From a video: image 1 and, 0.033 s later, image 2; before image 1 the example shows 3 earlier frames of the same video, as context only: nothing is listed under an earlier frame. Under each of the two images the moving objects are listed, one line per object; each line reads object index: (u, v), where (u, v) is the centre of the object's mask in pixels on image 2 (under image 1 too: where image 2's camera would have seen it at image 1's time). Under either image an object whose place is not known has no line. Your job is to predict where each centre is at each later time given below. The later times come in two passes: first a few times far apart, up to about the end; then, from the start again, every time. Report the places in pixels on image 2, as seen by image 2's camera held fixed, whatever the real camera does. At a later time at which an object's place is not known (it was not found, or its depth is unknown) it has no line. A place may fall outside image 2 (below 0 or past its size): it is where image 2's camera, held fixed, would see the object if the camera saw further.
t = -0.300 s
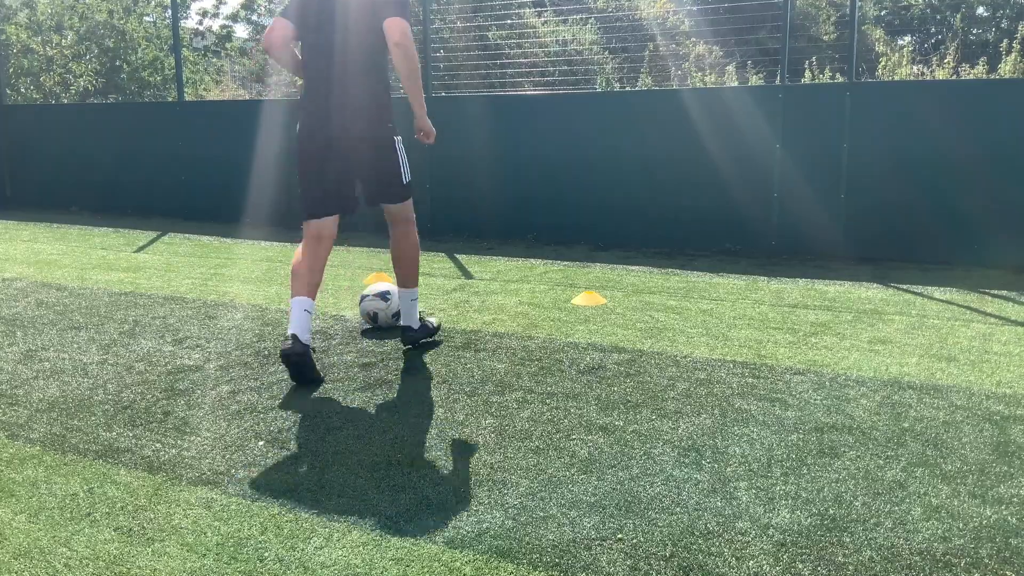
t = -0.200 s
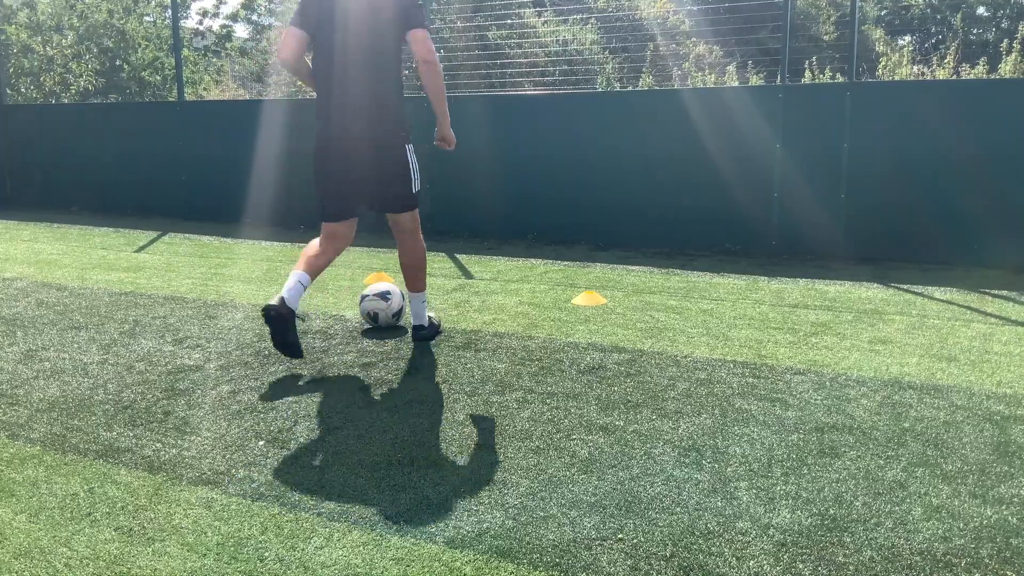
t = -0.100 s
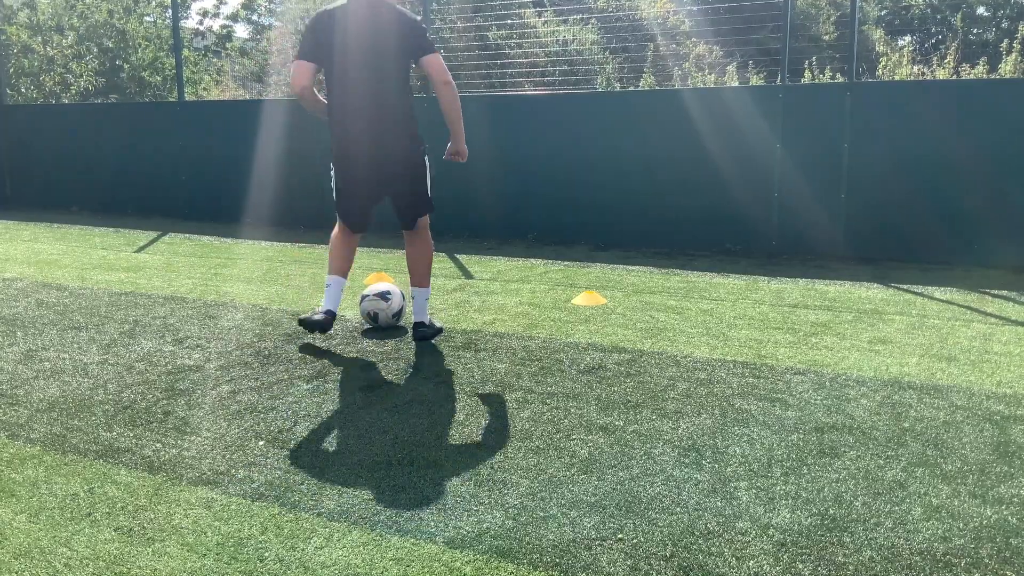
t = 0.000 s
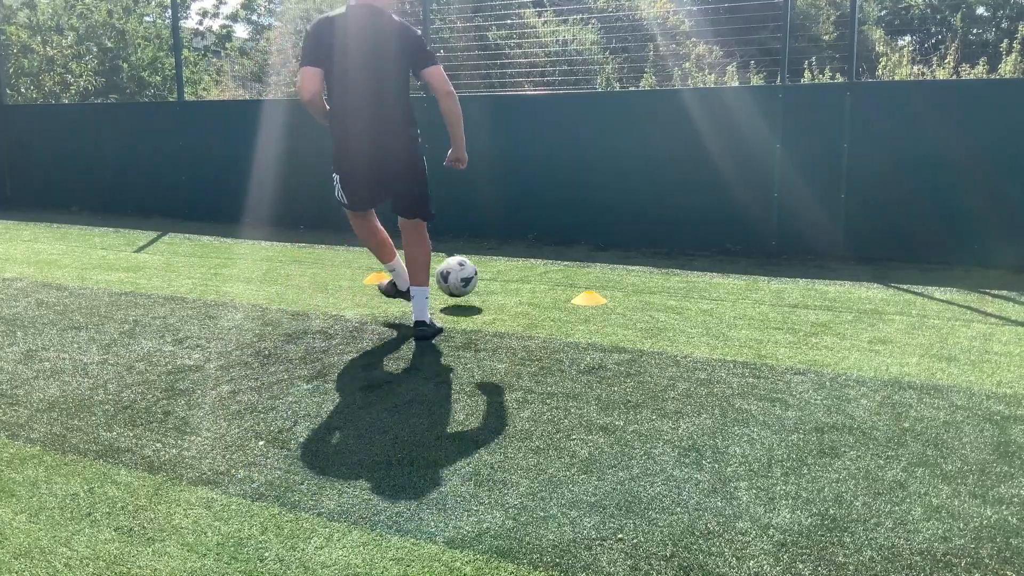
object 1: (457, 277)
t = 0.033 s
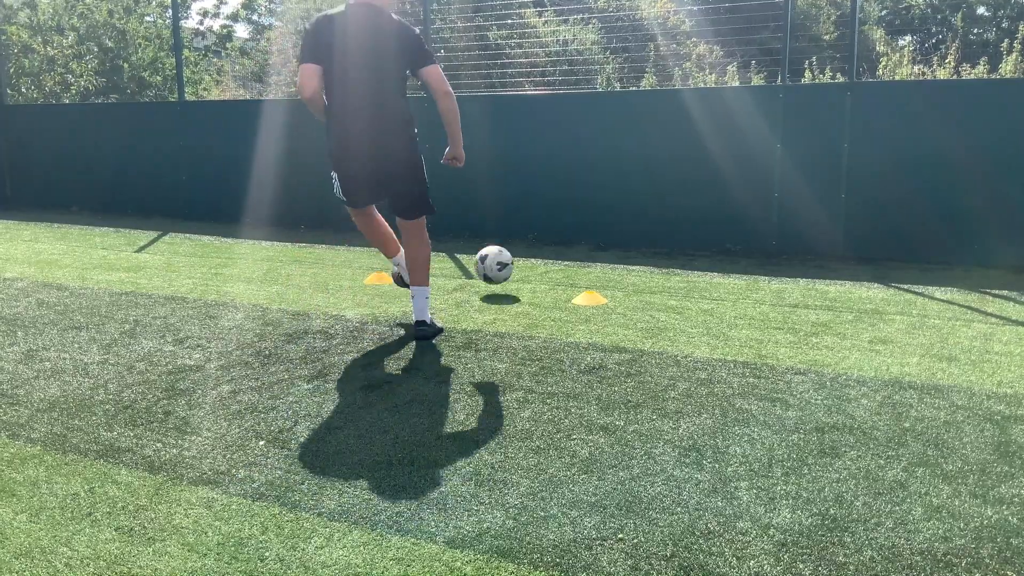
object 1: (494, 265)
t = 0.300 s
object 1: (637, 236)
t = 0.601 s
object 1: (524, 274)
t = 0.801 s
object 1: (433, 300)
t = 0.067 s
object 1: (527, 256)
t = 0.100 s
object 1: (555, 250)
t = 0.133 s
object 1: (581, 244)
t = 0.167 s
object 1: (604, 244)
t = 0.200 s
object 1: (626, 241)
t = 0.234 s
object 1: (643, 235)
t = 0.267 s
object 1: (648, 233)
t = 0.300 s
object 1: (637, 236)
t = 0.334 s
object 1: (625, 241)
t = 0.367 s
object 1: (614, 245)
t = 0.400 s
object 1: (602, 246)
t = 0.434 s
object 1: (590, 250)
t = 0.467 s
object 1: (577, 255)
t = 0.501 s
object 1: (564, 260)
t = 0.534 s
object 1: (552, 263)
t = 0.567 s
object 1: (538, 267)
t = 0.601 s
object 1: (524, 274)
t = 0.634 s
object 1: (510, 276)
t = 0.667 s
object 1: (495, 281)
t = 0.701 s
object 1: (480, 287)
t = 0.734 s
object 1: (465, 291)
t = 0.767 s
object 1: (449, 295)
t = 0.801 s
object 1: (433, 300)
